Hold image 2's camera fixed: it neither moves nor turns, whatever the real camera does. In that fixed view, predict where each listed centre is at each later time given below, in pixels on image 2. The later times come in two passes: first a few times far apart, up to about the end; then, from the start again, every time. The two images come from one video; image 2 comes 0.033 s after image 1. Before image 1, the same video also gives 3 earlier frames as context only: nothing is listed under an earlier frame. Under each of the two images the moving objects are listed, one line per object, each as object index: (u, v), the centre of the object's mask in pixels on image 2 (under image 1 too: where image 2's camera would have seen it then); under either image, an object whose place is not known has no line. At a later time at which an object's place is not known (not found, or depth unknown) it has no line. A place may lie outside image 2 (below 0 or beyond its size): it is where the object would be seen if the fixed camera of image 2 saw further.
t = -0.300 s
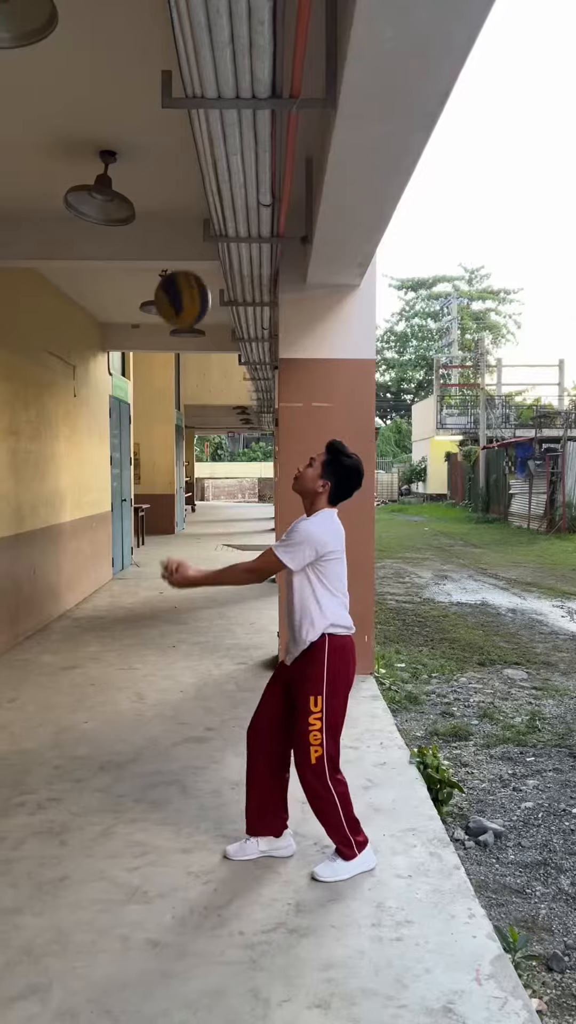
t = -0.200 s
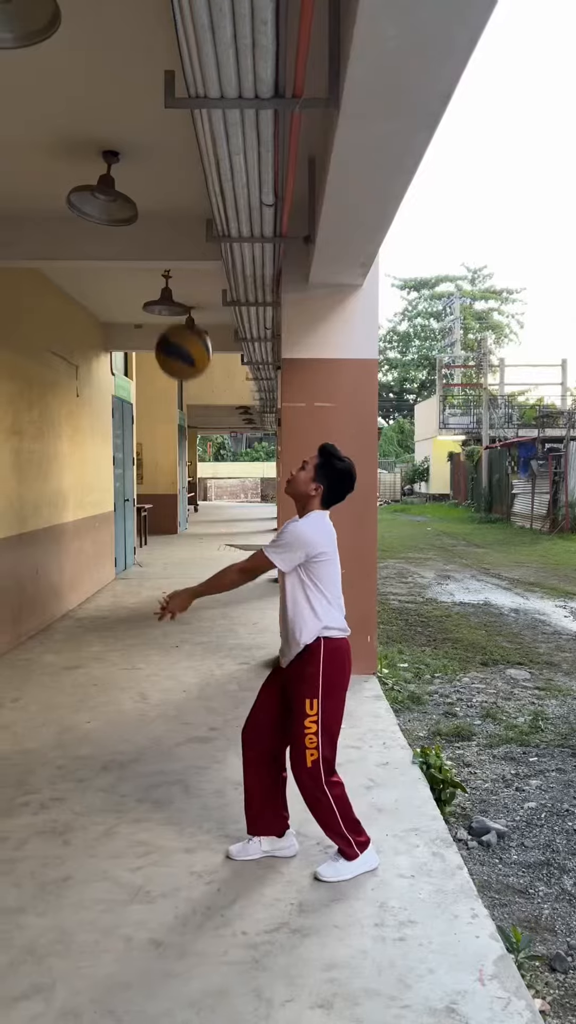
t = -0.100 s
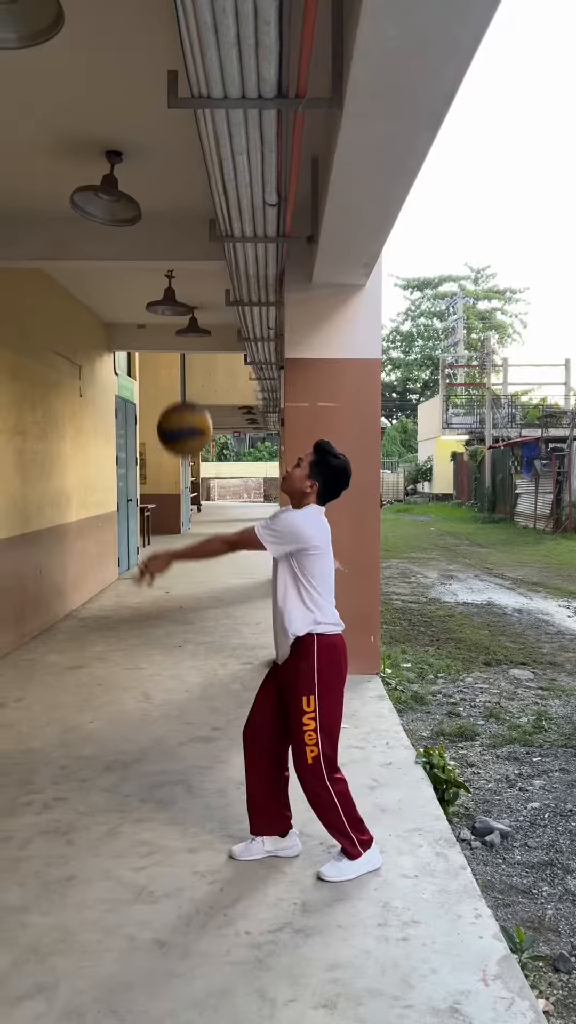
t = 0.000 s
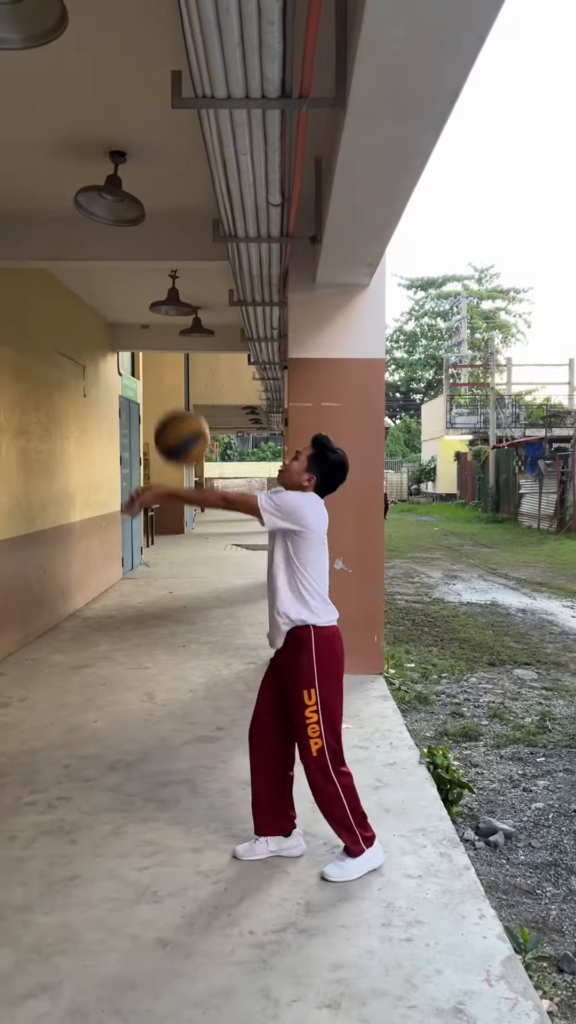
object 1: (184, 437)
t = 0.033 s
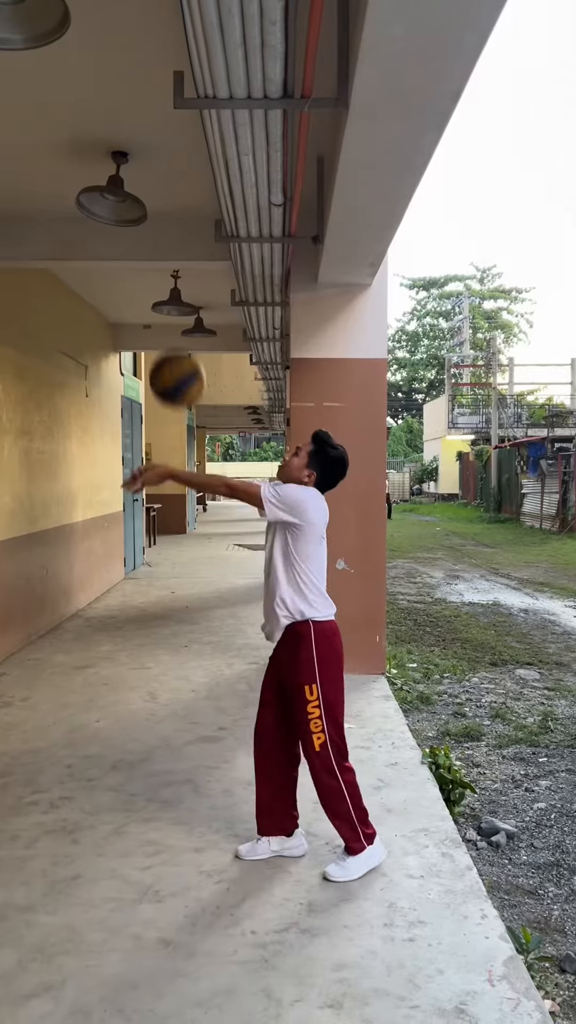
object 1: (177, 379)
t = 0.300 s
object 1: (144, 172)
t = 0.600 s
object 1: (99, 141)
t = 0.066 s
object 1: (175, 360)
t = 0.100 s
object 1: (171, 326)
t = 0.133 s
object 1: (165, 282)
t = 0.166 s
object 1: (161, 263)
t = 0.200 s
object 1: (157, 237)
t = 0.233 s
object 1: (150, 201)
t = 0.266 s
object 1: (148, 190)
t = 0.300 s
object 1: (144, 172)
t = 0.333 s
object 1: (135, 149)
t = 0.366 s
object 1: (133, 143)
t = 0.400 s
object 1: (128, 134)
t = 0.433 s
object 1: (121, 126)
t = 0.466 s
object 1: (118, 124)
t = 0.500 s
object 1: (113, 123)
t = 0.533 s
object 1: (106, 128)
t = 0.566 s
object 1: (104, 132)
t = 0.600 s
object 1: (99, 141)
